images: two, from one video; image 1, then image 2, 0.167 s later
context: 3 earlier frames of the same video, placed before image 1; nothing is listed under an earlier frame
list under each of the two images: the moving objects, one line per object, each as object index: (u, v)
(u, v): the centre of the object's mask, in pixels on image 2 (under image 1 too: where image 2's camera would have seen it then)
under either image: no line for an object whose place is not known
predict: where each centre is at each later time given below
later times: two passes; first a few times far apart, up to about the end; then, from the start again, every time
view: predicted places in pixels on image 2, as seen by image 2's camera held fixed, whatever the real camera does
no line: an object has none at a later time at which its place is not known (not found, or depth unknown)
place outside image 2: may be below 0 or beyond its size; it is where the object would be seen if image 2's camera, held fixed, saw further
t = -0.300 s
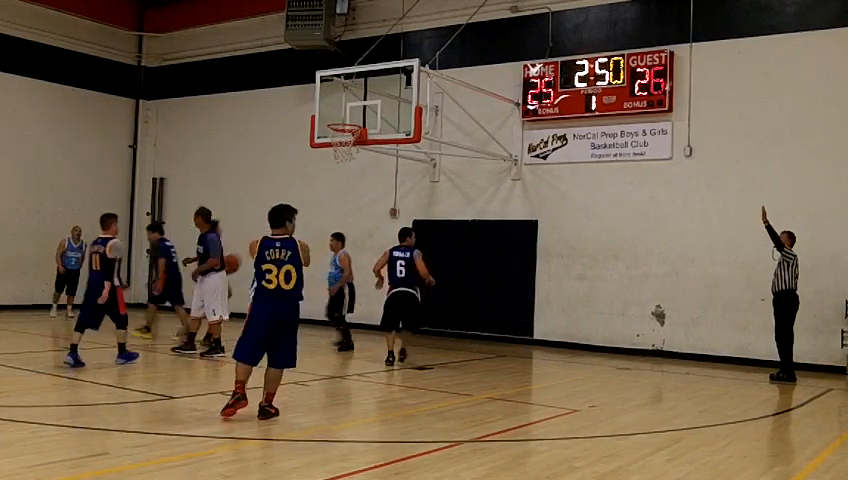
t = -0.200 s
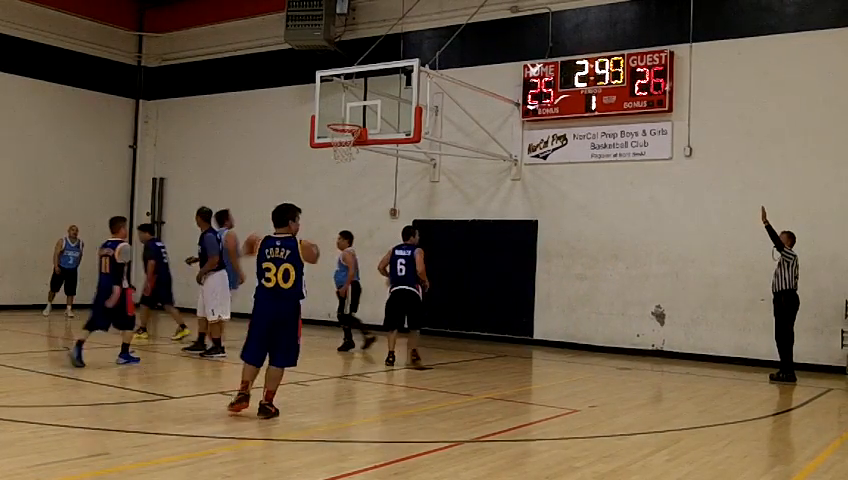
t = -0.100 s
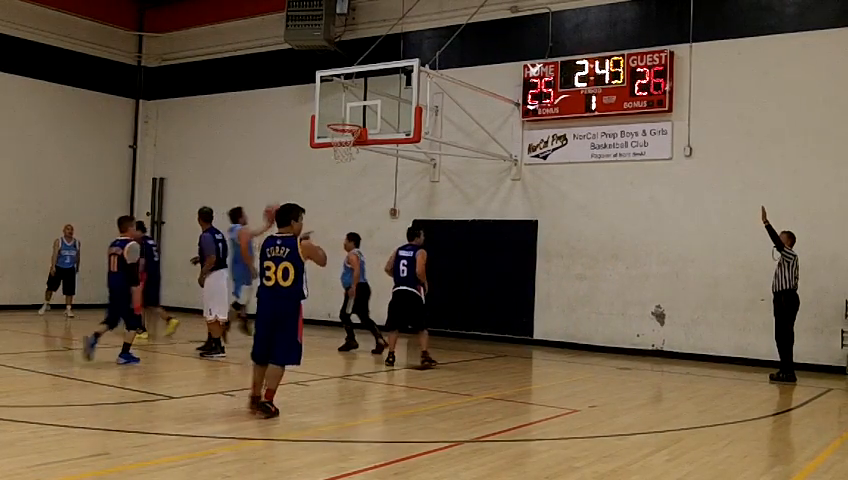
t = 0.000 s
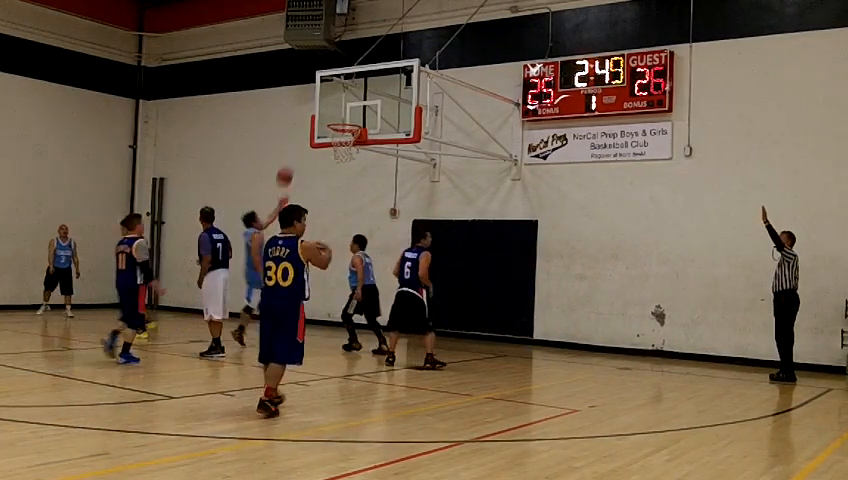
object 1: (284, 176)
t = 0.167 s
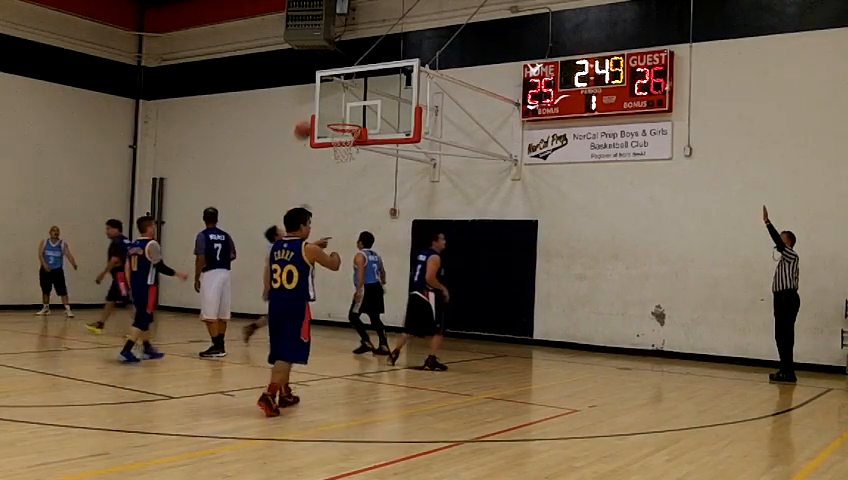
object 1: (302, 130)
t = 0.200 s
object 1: (305, 123)
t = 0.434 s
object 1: (330, 96)
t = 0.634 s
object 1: (331, 95)
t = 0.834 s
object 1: (328, 119)
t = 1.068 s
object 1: (306, 113)
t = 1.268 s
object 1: (286, 134)
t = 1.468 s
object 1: (266, 183)
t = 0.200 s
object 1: (305, 123)
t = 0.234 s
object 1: (310, 118)
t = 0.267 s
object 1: (313, 112)
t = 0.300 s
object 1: (317, 107)
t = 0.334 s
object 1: (320, 104)
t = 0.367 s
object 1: (324, 100)
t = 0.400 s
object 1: (327, 98)
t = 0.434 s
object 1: (330, 96)
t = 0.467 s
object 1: (331, 95)
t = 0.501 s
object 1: (331, 93)
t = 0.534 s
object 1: (331, 93)
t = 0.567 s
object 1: (331, 93)
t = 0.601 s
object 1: (331, 93)
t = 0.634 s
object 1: (331, 95)
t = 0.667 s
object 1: (330, 97)
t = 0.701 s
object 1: (330, 100)
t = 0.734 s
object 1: (330, 104)
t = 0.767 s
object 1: (329, 109)
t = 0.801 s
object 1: (329, 114)
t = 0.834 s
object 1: (328, 119)
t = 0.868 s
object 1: (326, 118)
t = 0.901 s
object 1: (323, 115)
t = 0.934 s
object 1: (320, 113)
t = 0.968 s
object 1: (316, 112)
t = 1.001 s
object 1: (313, 111)
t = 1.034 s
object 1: (310, 111)
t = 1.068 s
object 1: (306, 113)
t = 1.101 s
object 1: (303, 114)
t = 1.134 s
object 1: (300, 116)
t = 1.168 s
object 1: (296, 120)
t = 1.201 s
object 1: (293, 124)
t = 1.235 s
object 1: (290, 129)
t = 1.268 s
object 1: (286, 134)
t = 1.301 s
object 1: (283, 141)
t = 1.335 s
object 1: (280, 148)
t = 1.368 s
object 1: (276, 155)
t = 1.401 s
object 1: (273, 164)
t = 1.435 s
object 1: (269, 173)
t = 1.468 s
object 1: (266, 183)
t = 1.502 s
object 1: (263, 194)
